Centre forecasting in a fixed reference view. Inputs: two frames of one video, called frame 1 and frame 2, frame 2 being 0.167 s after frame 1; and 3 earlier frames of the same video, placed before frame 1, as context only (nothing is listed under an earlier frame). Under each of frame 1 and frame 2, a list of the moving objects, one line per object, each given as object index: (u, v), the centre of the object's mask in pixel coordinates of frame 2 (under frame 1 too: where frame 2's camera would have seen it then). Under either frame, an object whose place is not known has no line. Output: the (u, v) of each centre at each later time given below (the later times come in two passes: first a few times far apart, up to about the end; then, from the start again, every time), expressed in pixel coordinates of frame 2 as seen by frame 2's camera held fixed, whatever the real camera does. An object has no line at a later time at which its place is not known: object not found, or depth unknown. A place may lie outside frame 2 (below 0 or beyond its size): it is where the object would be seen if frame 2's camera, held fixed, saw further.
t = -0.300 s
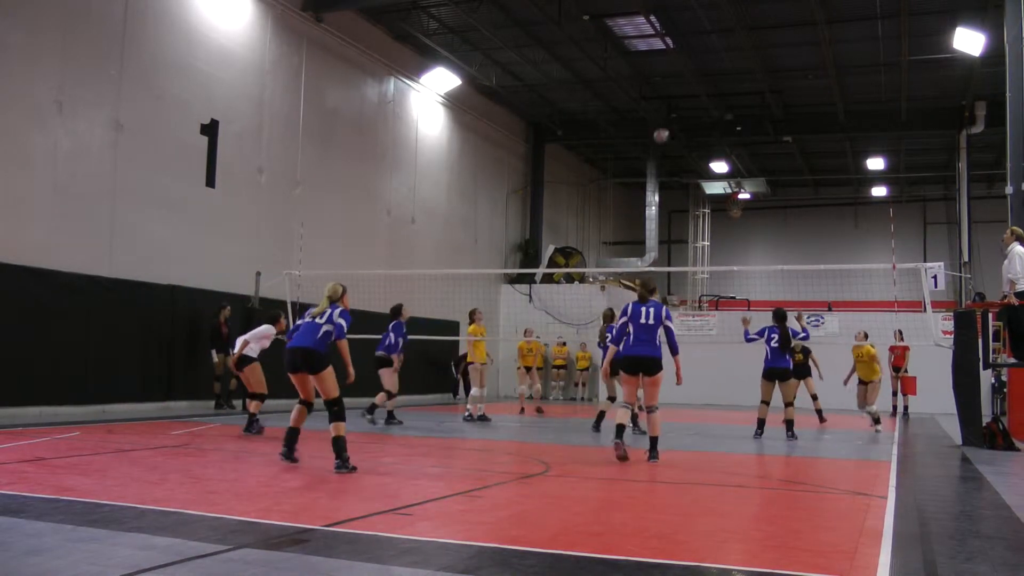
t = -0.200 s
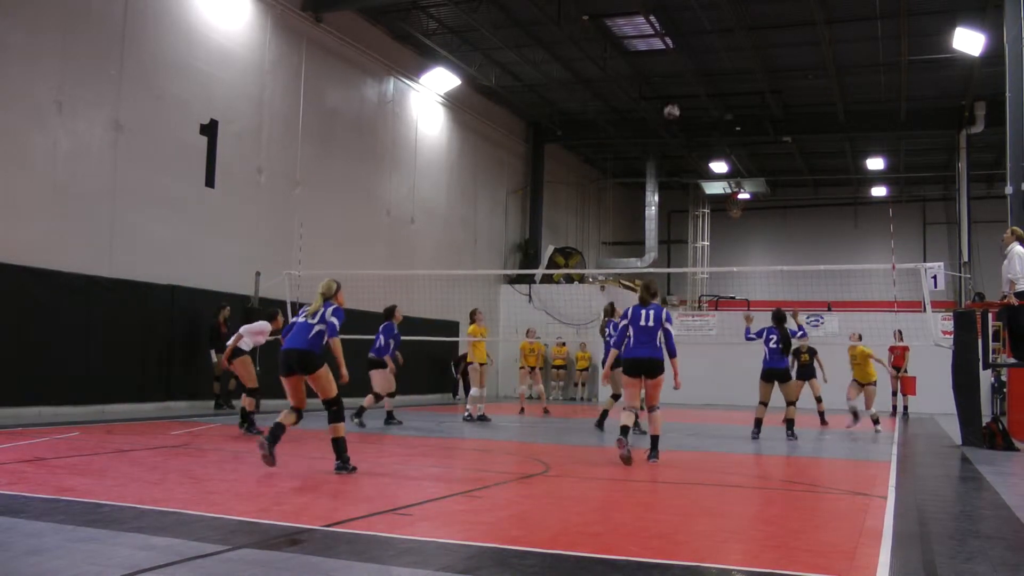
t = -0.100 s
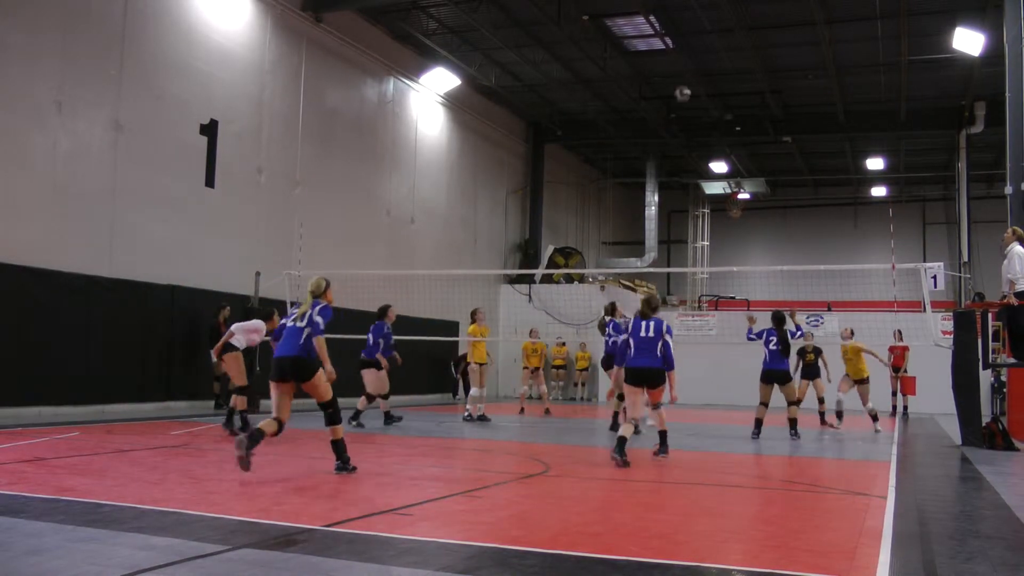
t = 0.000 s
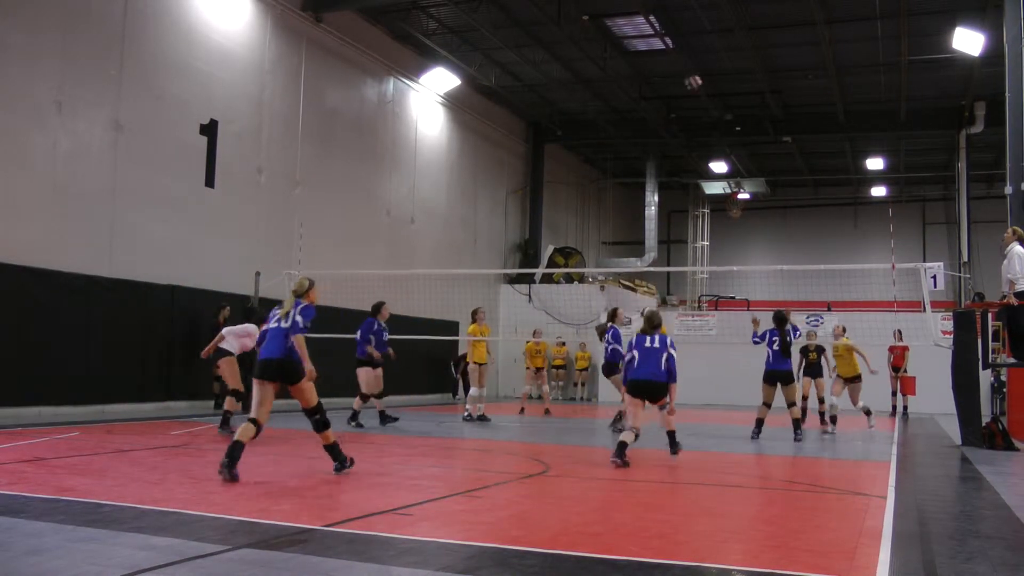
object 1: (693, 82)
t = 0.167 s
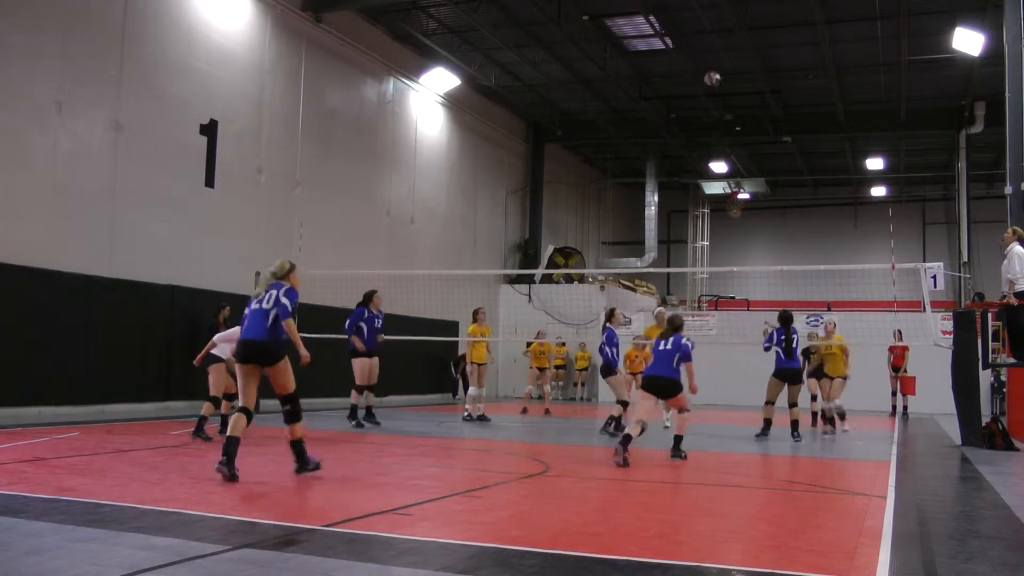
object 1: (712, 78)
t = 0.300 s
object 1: (727, 90)
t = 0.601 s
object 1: (762, 167)
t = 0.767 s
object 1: (782, 244)
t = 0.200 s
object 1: (715, 79)
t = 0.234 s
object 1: (720, 82)
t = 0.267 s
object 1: (724, 86)
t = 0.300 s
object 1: (727, 90)
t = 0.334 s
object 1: (731, 95)
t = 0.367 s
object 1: (735, 101)
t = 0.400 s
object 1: (739, 107)
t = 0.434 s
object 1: (743, 115)
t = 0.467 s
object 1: (747, 123)
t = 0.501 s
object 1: (751, 133)
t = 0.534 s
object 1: (755, 144)
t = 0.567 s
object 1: (758, 154)
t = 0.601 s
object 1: (762, 167)
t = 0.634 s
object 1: (767, 179)
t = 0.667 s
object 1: (770, 194)
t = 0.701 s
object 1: (774, 210)
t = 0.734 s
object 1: (778, 225)
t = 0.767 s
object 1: (782, 244)
